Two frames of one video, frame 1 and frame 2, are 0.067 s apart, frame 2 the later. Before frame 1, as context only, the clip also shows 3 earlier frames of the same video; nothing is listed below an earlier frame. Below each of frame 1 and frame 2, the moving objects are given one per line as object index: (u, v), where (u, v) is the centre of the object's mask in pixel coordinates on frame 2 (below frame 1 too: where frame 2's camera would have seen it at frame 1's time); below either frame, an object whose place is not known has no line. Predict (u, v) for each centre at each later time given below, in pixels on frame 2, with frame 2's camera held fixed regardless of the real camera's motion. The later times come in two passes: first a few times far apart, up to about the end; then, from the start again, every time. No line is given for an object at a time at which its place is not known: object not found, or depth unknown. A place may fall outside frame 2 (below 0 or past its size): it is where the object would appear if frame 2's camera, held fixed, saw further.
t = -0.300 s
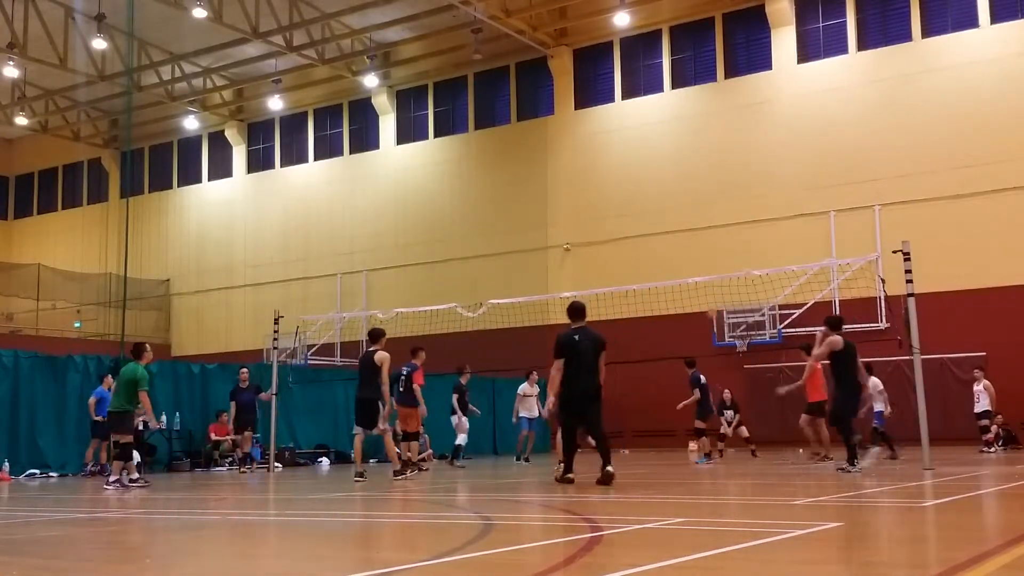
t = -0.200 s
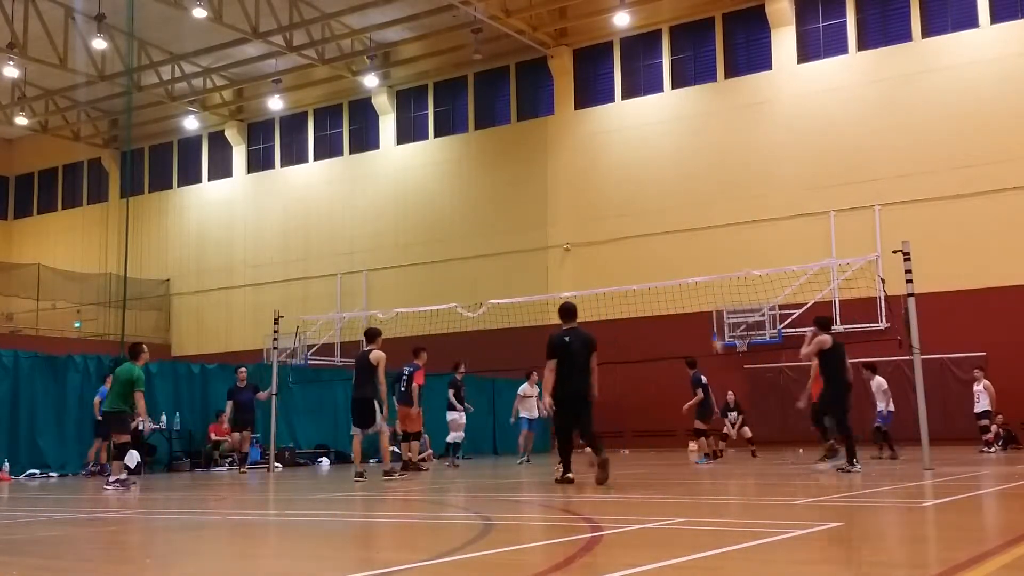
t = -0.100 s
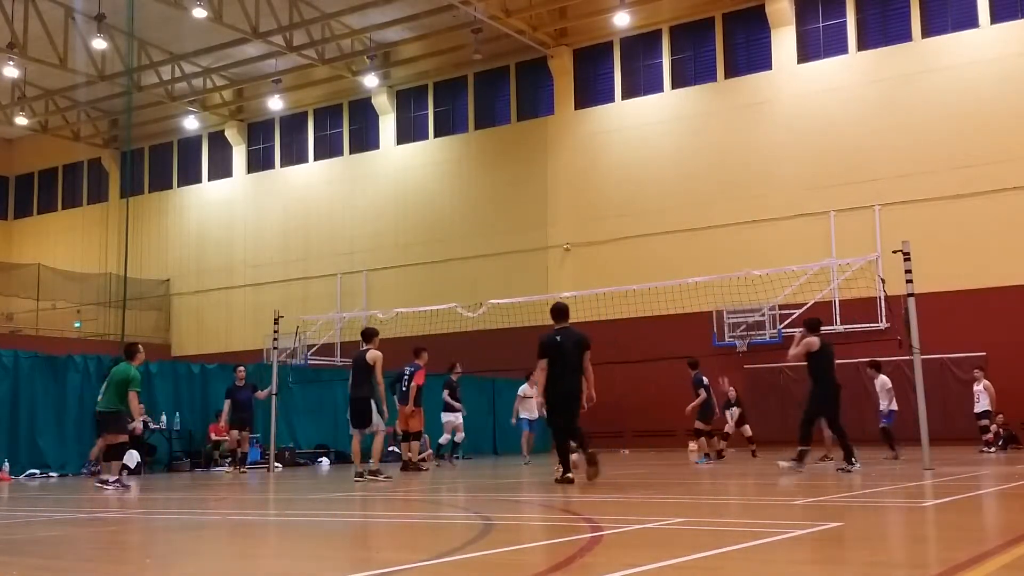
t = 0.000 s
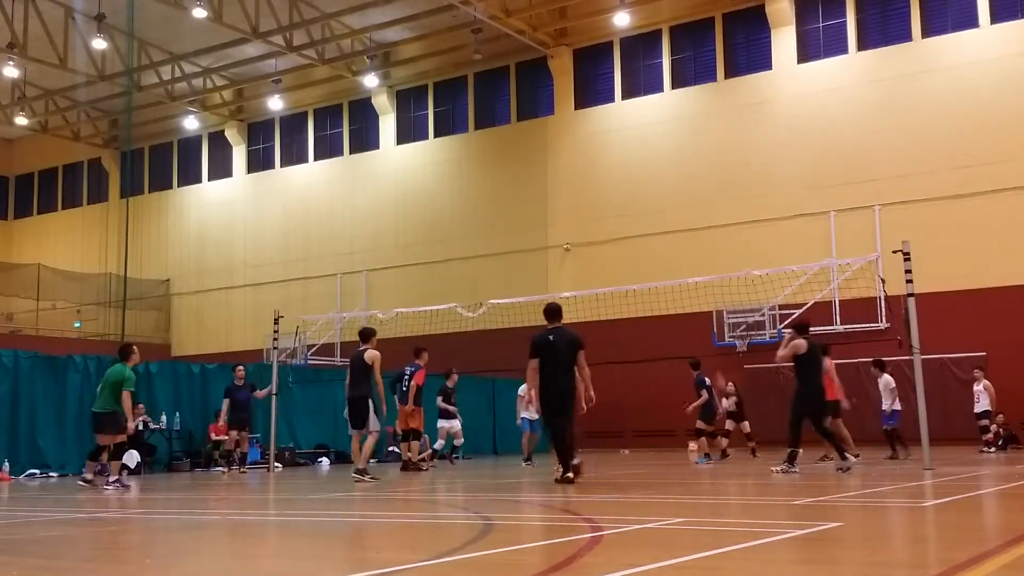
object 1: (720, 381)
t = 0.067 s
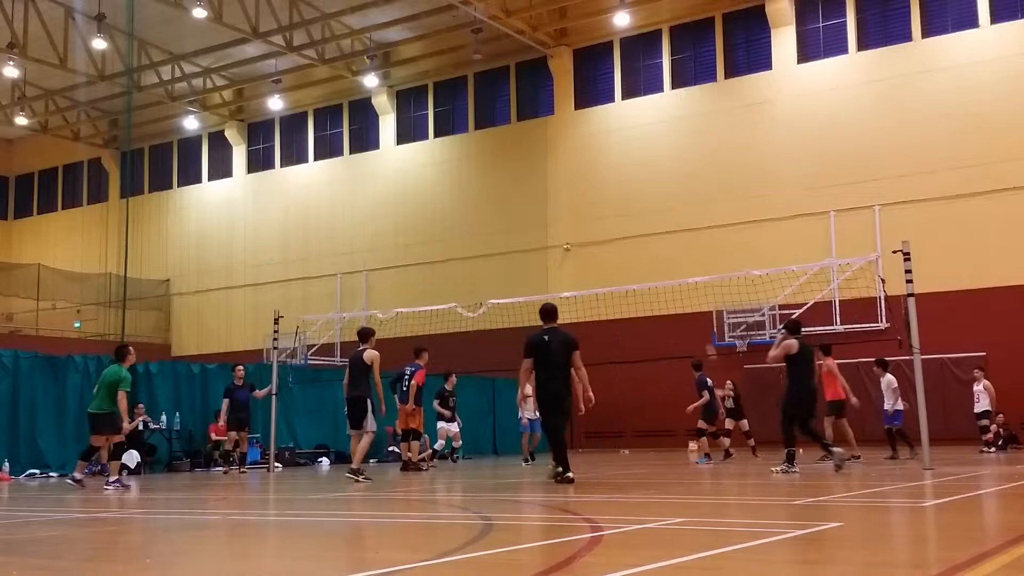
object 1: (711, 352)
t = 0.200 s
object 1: (692, 302)
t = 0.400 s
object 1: (666, 243)
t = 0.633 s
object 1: (640, 199)
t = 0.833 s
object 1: (618, 183)
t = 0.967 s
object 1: (603, 184)
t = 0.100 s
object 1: (706, 338)
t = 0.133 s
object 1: (701, 324)
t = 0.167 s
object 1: (698, 315)
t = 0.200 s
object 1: (692, 302)
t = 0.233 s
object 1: (687, 293)
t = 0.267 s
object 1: (679, 277)
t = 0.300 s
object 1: (678, 271)
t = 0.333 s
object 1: (674, 261)
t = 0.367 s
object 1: (671, 253)
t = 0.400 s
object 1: (666, 243)
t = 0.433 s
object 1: (662, 235)
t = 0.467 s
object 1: (658, 227)
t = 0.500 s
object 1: (655, 221)
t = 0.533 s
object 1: (651, 215)
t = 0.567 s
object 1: (647, 209)
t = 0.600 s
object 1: (644, 204)
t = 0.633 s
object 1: (640, 199)
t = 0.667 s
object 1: (637, 195)
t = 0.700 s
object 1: (633, 191)
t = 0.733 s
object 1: (629, 188)
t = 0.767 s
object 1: (625, 186)
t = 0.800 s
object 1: (622, 184)
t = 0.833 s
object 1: (618, 183)
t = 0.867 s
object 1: (614, 183)
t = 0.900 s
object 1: (611, 183)
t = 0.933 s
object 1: (607, 183)
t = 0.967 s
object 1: (603, 184)
